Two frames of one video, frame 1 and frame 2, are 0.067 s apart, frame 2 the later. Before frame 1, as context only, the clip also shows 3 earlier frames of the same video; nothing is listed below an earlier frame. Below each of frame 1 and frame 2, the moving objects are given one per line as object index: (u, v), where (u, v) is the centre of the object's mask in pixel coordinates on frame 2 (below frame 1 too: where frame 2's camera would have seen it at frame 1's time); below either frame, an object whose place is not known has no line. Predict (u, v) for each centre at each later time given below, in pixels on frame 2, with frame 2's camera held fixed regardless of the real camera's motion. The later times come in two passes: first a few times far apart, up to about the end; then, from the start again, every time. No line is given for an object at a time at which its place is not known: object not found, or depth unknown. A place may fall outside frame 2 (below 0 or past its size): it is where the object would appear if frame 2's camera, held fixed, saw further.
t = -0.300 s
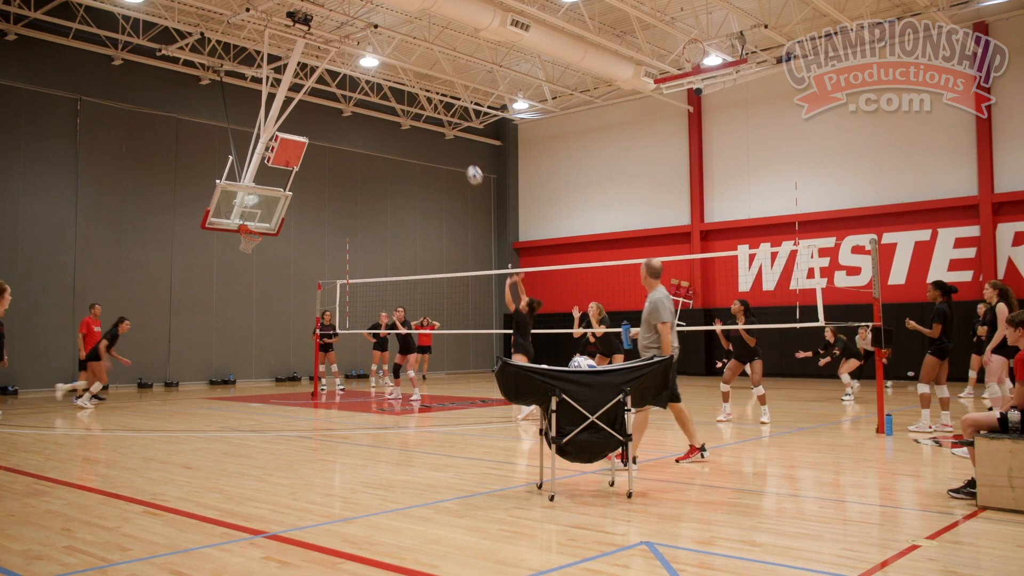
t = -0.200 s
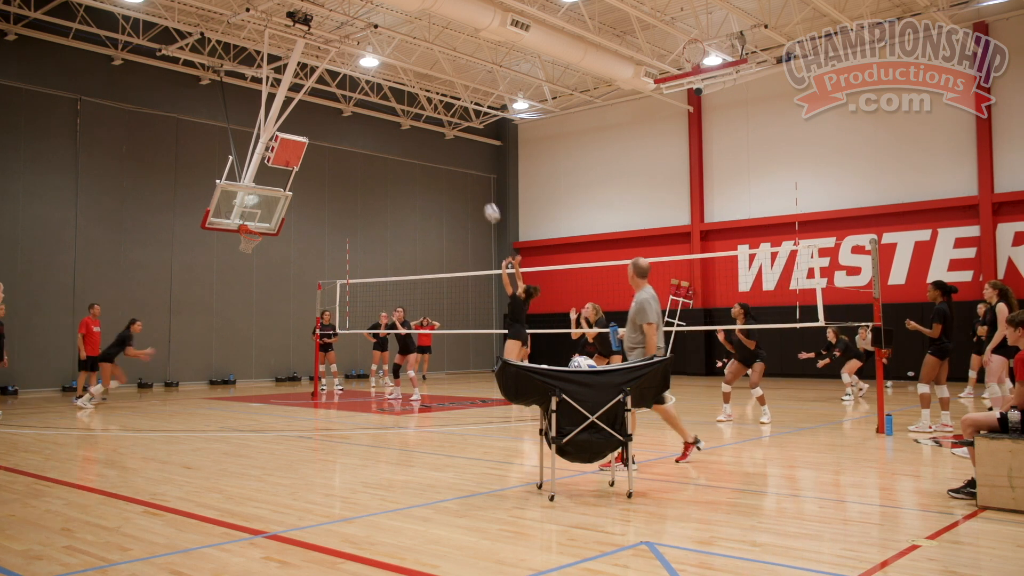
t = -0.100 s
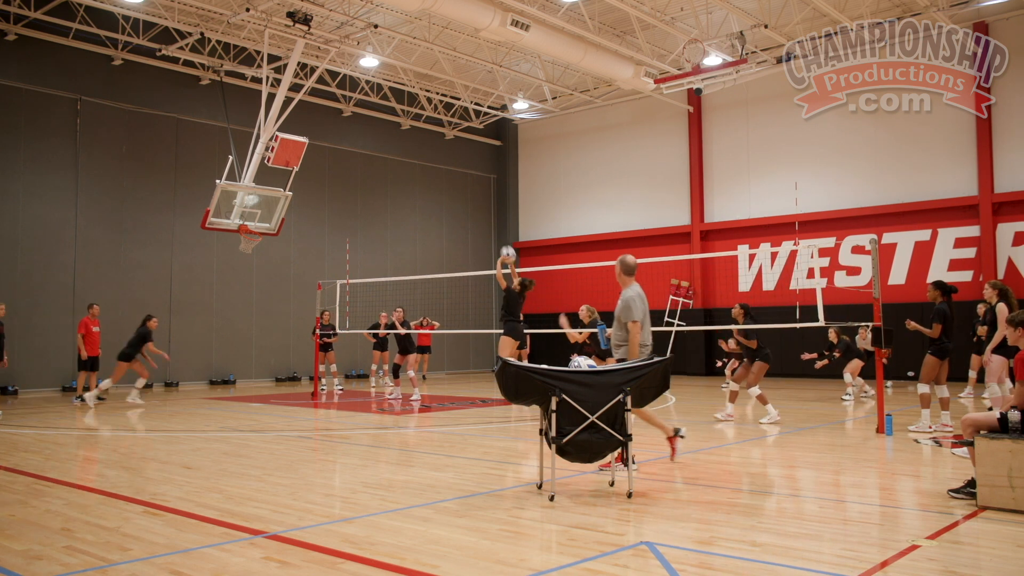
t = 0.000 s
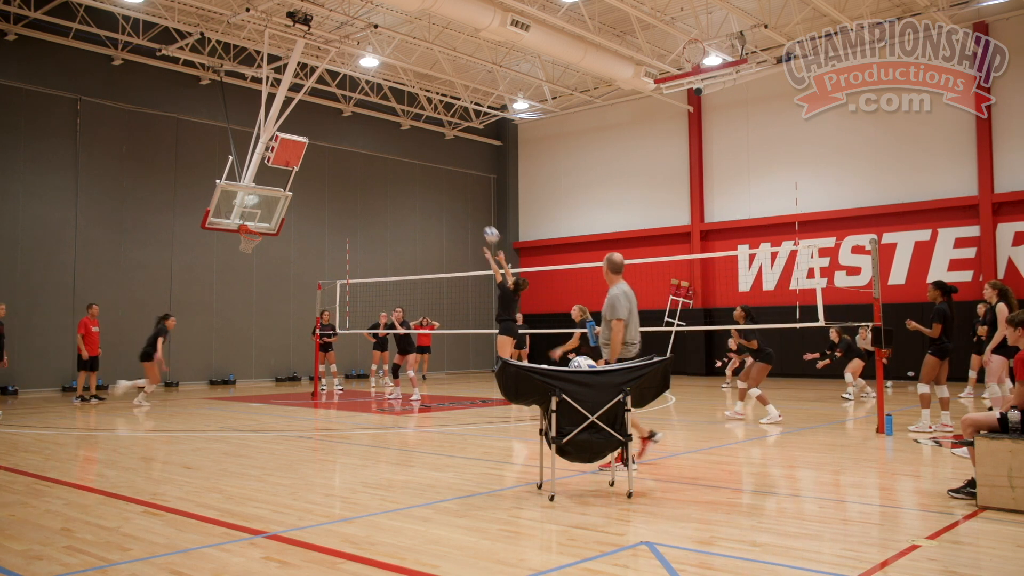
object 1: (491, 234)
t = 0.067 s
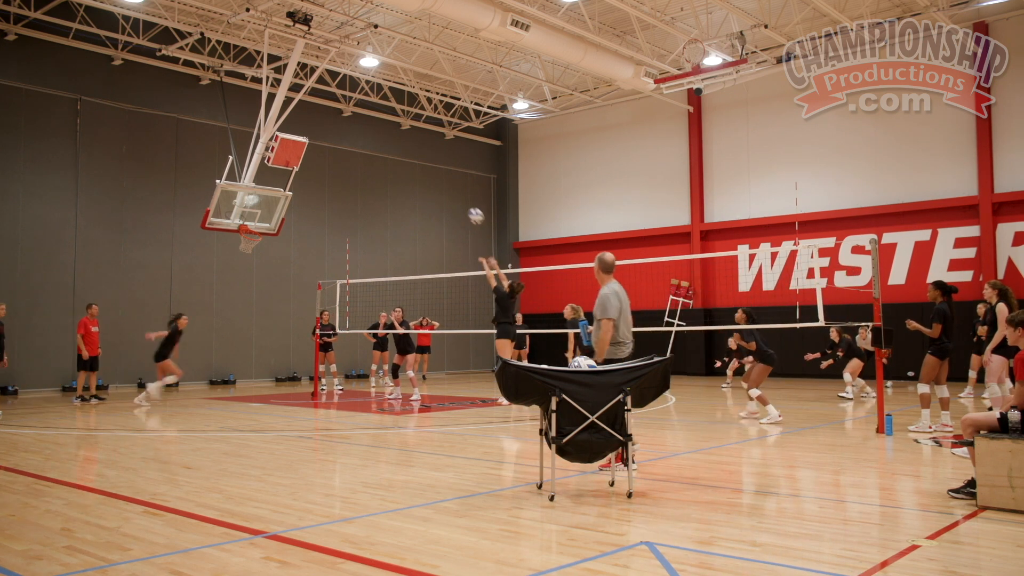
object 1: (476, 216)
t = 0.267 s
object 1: (433, 181)
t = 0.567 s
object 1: (380, 179)
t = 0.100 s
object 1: (468, 207)
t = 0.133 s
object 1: (461, 200)
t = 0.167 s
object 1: (454, 194)
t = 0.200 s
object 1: (447, 189)
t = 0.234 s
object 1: (440, 185)
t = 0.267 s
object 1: (433, 181)
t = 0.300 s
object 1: (427, 178)
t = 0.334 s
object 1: (421, 176)
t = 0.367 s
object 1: (414, 175)
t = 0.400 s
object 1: (408, 172)
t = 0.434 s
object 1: (402, 173)
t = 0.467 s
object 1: (397, 174)
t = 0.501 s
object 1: (391, 175)
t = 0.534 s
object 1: (385, 177)
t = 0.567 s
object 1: (380, 179)
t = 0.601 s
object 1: (374, 182)
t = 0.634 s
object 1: (369, 186)
